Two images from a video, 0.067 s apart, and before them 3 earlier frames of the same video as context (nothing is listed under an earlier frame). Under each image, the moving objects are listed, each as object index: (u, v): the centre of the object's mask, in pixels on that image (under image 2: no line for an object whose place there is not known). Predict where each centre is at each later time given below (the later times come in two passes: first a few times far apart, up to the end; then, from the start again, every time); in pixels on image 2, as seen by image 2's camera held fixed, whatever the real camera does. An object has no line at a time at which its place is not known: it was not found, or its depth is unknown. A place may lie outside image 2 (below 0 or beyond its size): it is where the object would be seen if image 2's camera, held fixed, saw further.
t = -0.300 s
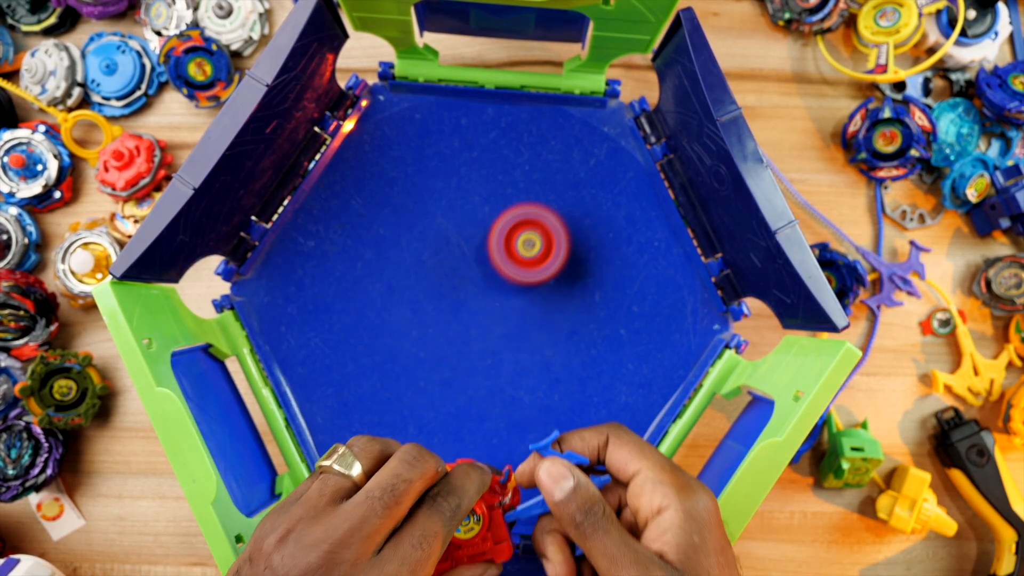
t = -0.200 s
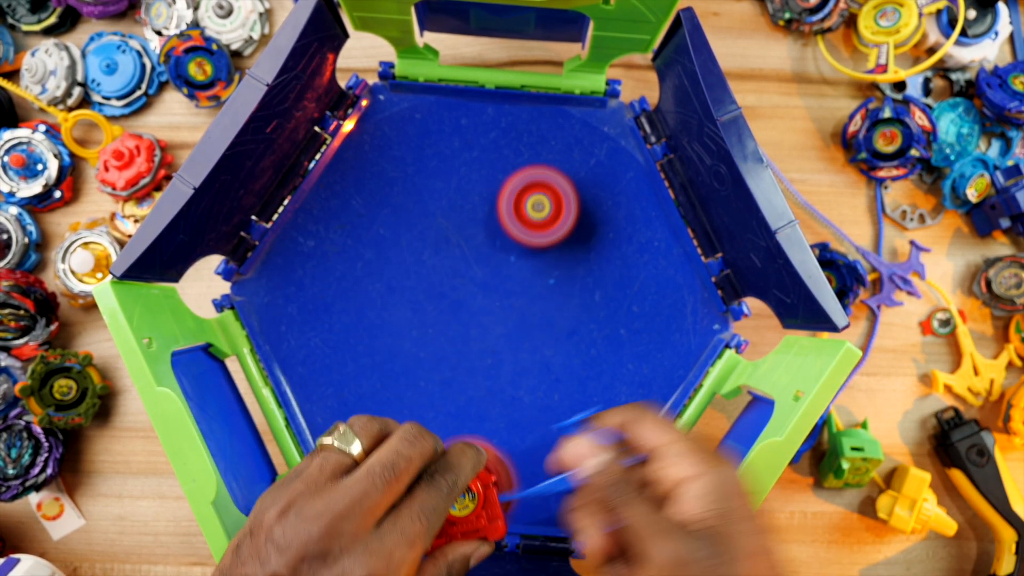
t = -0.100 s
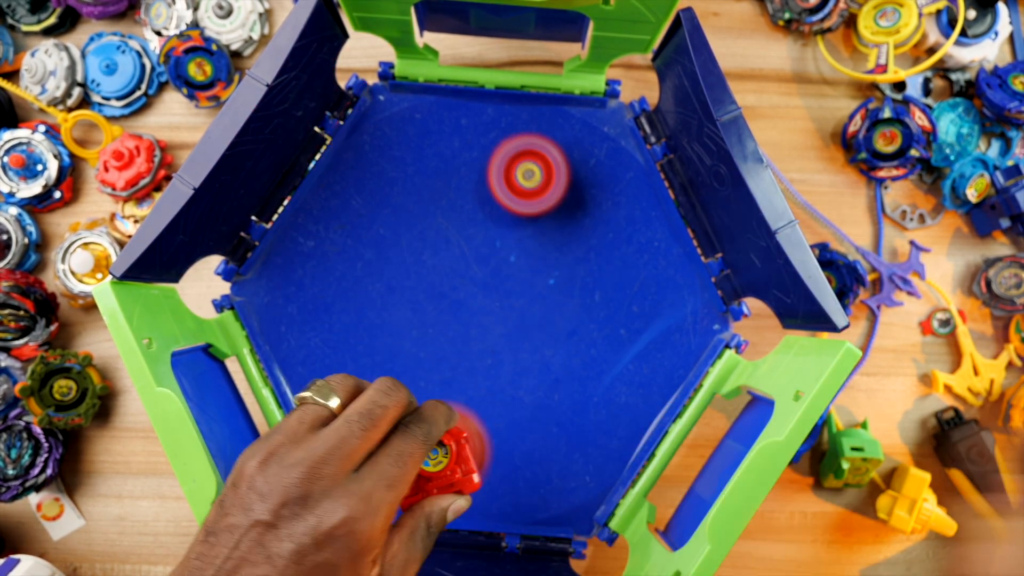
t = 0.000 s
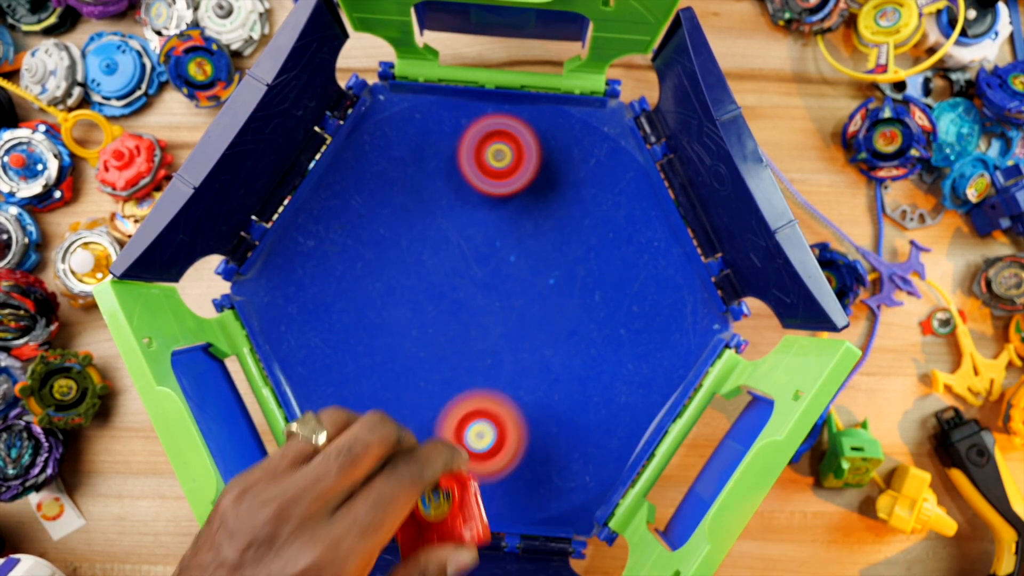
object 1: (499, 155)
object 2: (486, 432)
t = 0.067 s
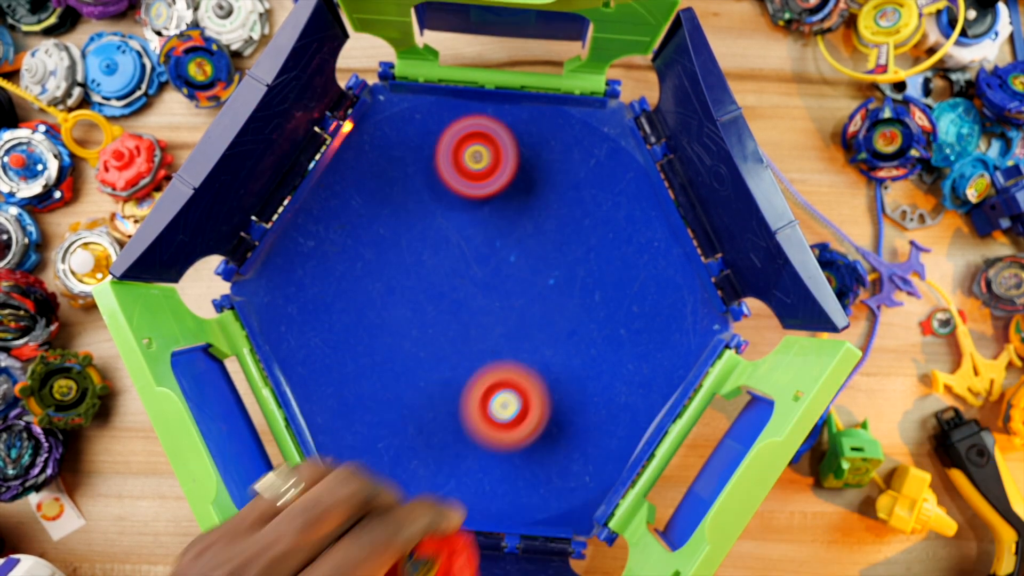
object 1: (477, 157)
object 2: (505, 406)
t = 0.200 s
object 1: (438, 179)
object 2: (571, 325)
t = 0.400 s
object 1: (420, 238)
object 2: (691, 266)
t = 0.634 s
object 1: (432, 289)
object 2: (638, 413)
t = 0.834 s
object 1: (487, 349)
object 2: (428, 423)
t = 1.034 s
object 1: (546, 394)
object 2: (342, 218)
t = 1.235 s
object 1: (600, 372)
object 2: (438, 107)
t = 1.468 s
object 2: (600, 227)
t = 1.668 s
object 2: (553, 322)
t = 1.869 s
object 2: (419, 340)
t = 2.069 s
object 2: (324, 215)
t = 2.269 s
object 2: (449, 125)
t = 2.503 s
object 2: (607, 309)
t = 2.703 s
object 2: (501, 505)
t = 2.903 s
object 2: (398, 509)
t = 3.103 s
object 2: (385, 397)
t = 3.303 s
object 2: (592, 468)
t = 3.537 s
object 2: (505, 470)
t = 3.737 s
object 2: (555, 512)
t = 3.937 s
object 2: (312, 490)
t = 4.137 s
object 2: (313, 325)
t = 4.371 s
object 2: (401, 212)
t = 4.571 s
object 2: (467, 197)
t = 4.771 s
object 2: (487, 206)
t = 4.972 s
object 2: (486, 213)
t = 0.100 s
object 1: (466, 161)
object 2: (520, 387)
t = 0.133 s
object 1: (454, 165)
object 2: (535, 366)
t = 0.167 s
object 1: (445, 172)
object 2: (553, 345)
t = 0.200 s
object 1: (438, 179)
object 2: (571, 325)
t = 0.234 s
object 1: (432, 188)
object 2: (590, 306)
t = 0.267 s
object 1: (427, 197)
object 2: (611, 290)
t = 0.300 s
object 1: (424, 207)
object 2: (632, 277)
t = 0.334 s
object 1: (421, 217)
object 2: (653, 268)
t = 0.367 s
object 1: (420, 228)
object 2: (672, 264)
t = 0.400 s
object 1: (420, 238)
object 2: (691, 266)
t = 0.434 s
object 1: (420, 247)
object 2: (694, 277)
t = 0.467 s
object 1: (421, 256)
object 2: (692, 293)
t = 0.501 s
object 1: (422, 264)
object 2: (690, 312)
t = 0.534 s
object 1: (422, 270)
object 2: (685, 335)
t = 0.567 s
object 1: (425, 276)
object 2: (676, 362)
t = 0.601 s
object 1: (428, 282)
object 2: (660, 388)
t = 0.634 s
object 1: (432, 289)
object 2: (638, 413)
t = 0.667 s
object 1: (438, 298)
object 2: (610, 434)
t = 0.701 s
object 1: (446, 308)
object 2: (577, 448)
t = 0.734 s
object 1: (455, 317)
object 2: (539, 454)
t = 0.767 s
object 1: (465, 328)
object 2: (500, 452)
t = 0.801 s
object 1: (476, 338)
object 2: (462, 442)
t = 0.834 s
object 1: (487, 349)
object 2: (428, 423)
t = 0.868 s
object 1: (498, 360)
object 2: (399, 397)
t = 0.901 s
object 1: (507, 370)
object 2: (376, 366)
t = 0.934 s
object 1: (516, 379)
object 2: (359, 332)
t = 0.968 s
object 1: (526, 386)
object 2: (347, 295)
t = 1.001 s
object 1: (536, 391)
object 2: (341, 257)
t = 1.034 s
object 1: (546, 394)
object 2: (342, 218)
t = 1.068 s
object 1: (556, 395)
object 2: (350, 180)
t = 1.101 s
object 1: (566, 394)
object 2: (364, 140)
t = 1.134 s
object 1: (575, 391)
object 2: (383, 107)
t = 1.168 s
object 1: (585, 386)
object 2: (402, 84)
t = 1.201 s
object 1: (594, 380)
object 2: (418, 93)
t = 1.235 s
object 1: (600, 372)
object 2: (438, 107)
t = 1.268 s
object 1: (606, 363)
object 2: (459, 118)
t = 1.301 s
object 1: (609, 353)
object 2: (483, 129)
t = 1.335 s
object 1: (609, 344)
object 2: (509, 141)
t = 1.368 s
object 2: (537, 156)
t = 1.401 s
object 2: (563, 176)
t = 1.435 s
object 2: (586, 202)
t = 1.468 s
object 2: (600, 227)
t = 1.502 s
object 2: (605, 240)
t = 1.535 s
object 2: (605, 260)
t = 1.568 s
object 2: (600, 275)
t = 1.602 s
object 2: (588, 295)
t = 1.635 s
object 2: (572, 309)
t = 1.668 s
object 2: (553, 322)
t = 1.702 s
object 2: (532, 334)
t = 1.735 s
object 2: (510, 343)
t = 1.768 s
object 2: (489, 350)
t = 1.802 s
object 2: (470, 354)
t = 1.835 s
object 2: (443, 349)
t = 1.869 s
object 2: (419, 340)
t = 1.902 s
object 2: (394, 327)
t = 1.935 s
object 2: (372, 311)
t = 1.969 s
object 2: (352, 291)
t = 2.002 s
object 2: (337, 268)
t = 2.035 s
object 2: (327, 242)
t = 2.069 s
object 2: (324, 215)
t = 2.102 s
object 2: (324, 187)
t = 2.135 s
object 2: (331, 159)
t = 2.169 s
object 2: (356, 140)
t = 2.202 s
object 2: (384, 128)
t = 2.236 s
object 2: (415, 123)
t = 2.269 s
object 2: (449, 125)
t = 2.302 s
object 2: (483, 133)
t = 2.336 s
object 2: (516, 149)
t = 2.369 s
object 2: (546, 171)
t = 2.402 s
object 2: (572, 201)
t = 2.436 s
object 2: (590, 233)
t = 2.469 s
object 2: (602, 270)
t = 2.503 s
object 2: (607, 309)
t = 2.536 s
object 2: (605, 348)
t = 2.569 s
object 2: (596, 386)
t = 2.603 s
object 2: (581, 422)
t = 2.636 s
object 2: (559, 455)
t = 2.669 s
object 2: (532, 482)
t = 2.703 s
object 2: (501, 505)
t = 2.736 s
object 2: (466, 519)
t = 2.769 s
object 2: (433, 502)
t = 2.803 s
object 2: (414, 499)
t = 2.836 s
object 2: (411, 509)
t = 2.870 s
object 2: (405, 512)
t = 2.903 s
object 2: (398, 509)
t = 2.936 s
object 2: (390, 500)
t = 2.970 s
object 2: (382, 485)
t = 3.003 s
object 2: (377, 467)
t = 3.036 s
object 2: (376, 445)
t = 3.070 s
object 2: (378, 421)
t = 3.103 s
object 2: (385, 397)
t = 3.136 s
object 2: (397, 374)
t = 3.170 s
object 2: (412, 353)
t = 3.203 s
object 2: (431, 336)
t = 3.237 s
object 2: (479, 363)
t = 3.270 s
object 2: (539, 418)
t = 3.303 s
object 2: (592, 468)
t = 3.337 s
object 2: (618, 504)
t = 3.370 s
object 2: (602, 507)
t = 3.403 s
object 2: (585, 508)
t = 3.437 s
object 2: (566, 503)
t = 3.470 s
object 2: (546, 496)
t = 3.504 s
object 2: (525, 485)
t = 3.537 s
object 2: (505, 470)
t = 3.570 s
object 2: (485, 455)
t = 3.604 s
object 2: (464, 436)
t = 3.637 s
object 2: (449, 418)
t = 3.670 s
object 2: (511, 461)
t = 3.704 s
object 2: (587, 520)
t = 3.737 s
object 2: (555, 512)
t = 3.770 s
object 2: (499, 482)
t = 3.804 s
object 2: (437, 454)
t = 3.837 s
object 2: (381, 416)
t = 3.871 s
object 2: (340, 418)
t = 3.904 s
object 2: (324, 484)
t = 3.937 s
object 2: (312, 490)
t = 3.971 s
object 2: (305, 465)
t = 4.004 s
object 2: (303, 435)
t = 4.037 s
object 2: (306, 405)
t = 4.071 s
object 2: (304, 376)
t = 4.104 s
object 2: (307, 347)
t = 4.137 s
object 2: (313, 325)
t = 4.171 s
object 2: (320, 301)
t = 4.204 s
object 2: (331, 277)
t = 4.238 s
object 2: (346, 256)
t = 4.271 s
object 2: (362, 241)
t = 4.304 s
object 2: (377, 230)
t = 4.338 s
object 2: (389, 220)
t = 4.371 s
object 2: (401, 212)
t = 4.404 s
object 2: (413, 207)
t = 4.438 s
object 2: (424, 201)
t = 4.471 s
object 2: (436, 198)
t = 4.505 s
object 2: (448, 196)
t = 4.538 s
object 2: (458, 196)
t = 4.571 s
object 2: (467, 197)
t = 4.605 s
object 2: (473, 197)
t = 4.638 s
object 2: (476, 199)
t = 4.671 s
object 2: (479, 200)
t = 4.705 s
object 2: (482, 202)
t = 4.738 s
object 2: (484, 204)
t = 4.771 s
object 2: (487, 206)
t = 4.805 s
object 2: (488, 209)
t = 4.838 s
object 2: (488, 211)
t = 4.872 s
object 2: (488, 214)
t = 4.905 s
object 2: (489, 217)
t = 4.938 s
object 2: (489, 218)
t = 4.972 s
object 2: (486, 213)
